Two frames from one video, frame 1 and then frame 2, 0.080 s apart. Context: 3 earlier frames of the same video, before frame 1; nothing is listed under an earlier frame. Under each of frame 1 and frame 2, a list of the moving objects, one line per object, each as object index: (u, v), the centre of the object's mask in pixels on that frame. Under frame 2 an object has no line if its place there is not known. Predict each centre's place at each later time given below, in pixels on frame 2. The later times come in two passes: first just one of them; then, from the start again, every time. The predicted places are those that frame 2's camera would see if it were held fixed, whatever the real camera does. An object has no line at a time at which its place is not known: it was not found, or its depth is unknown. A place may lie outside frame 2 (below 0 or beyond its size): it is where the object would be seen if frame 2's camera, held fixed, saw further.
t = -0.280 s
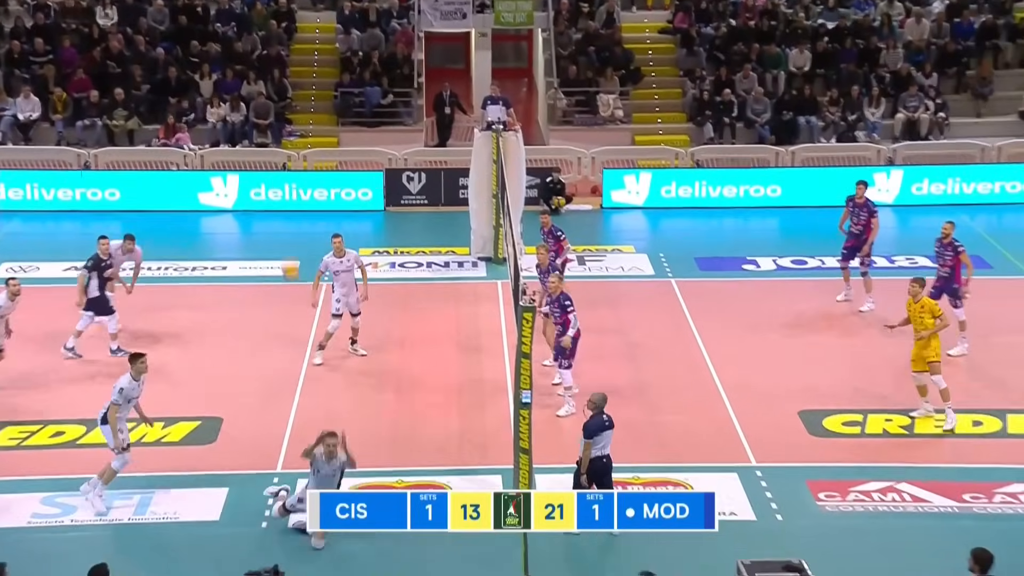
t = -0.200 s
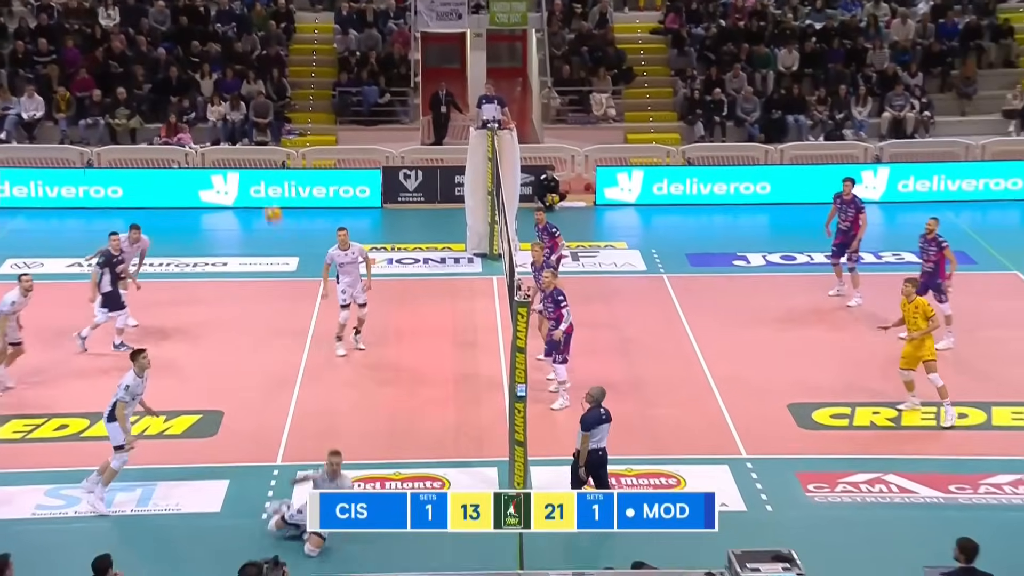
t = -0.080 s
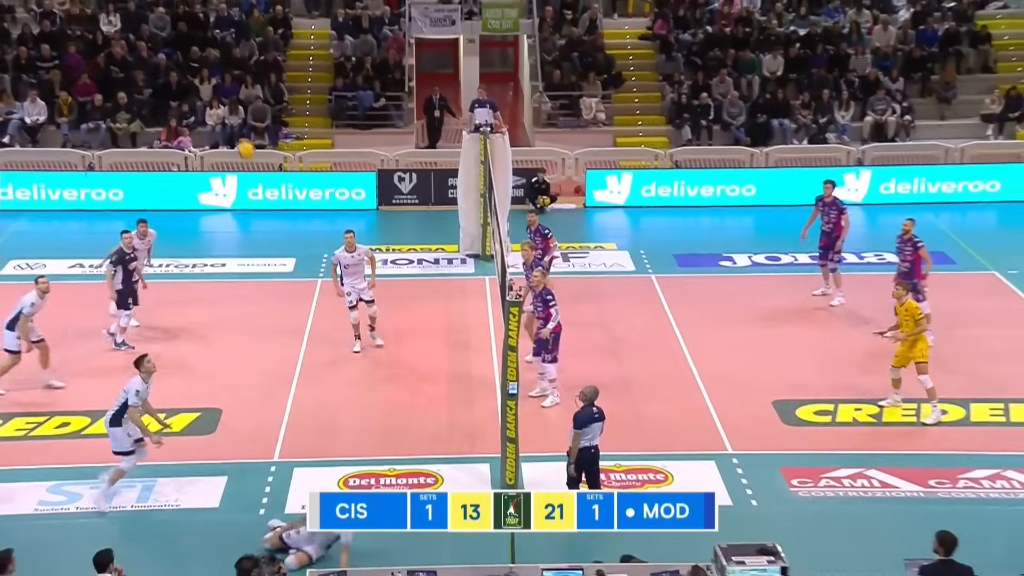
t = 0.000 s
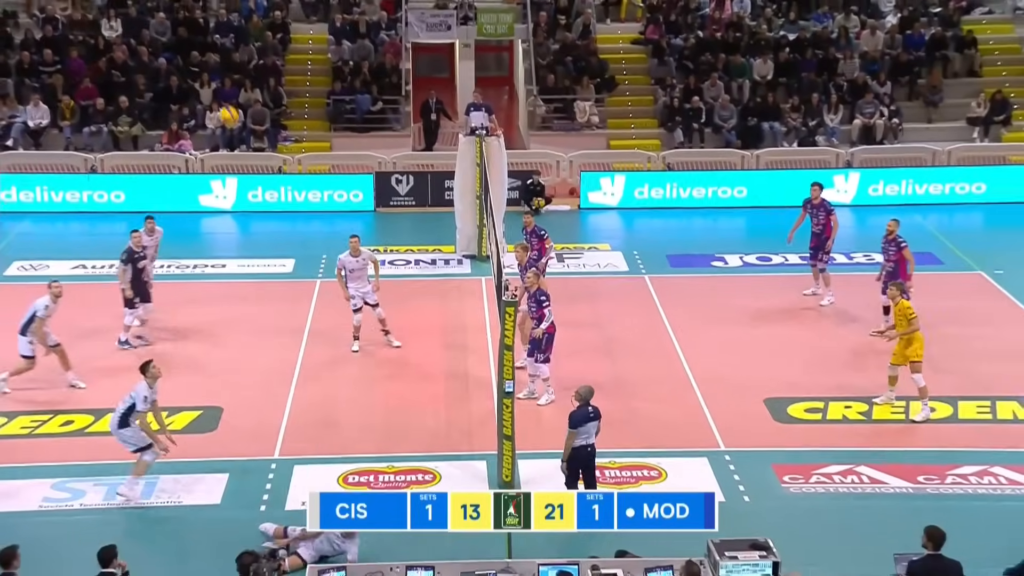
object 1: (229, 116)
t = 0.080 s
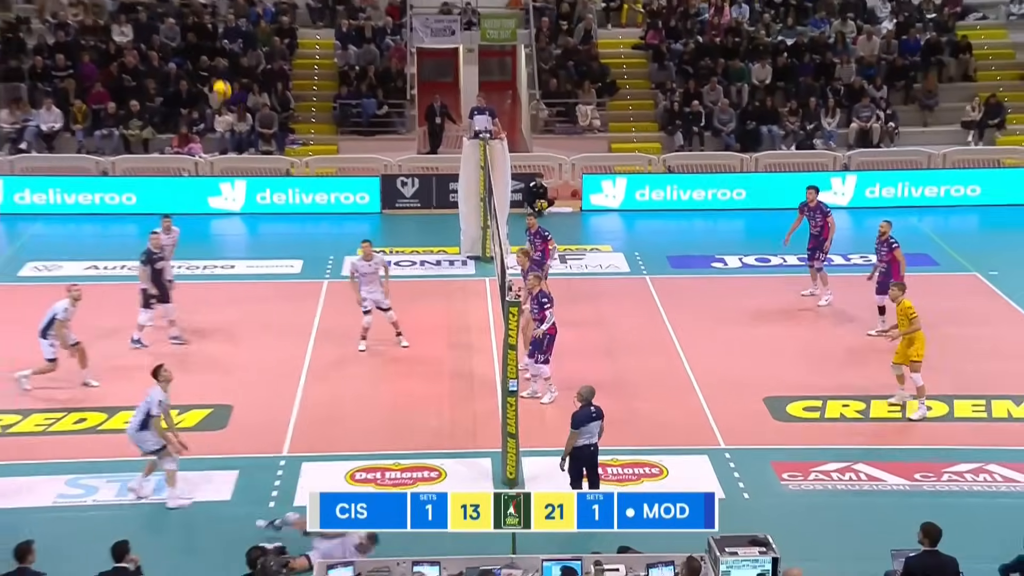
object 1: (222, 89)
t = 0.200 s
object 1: (203, 55)
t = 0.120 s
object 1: (216, 77)
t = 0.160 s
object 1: (209, 66)
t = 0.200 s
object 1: (203, 55)
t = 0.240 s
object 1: (197, 47)
